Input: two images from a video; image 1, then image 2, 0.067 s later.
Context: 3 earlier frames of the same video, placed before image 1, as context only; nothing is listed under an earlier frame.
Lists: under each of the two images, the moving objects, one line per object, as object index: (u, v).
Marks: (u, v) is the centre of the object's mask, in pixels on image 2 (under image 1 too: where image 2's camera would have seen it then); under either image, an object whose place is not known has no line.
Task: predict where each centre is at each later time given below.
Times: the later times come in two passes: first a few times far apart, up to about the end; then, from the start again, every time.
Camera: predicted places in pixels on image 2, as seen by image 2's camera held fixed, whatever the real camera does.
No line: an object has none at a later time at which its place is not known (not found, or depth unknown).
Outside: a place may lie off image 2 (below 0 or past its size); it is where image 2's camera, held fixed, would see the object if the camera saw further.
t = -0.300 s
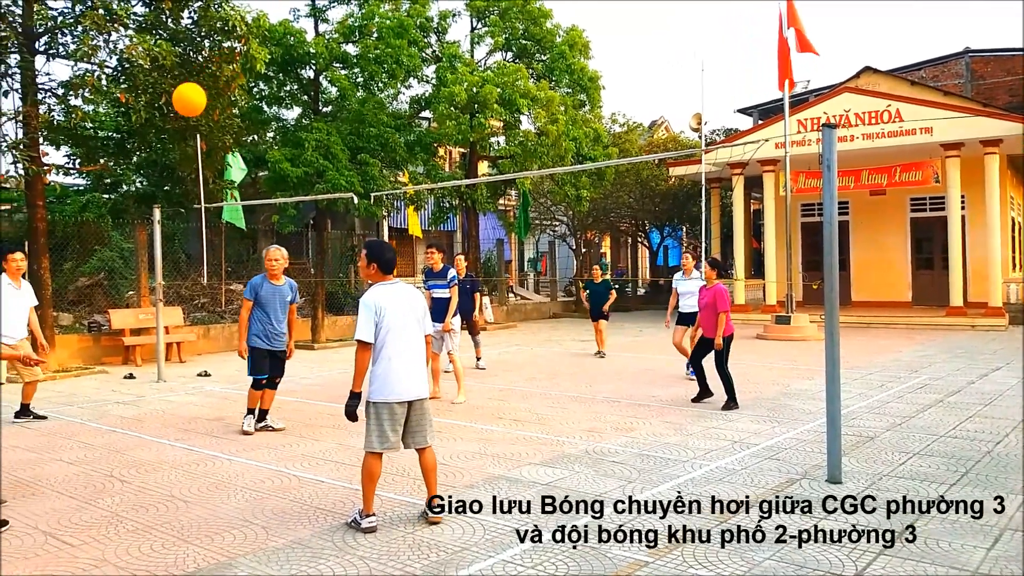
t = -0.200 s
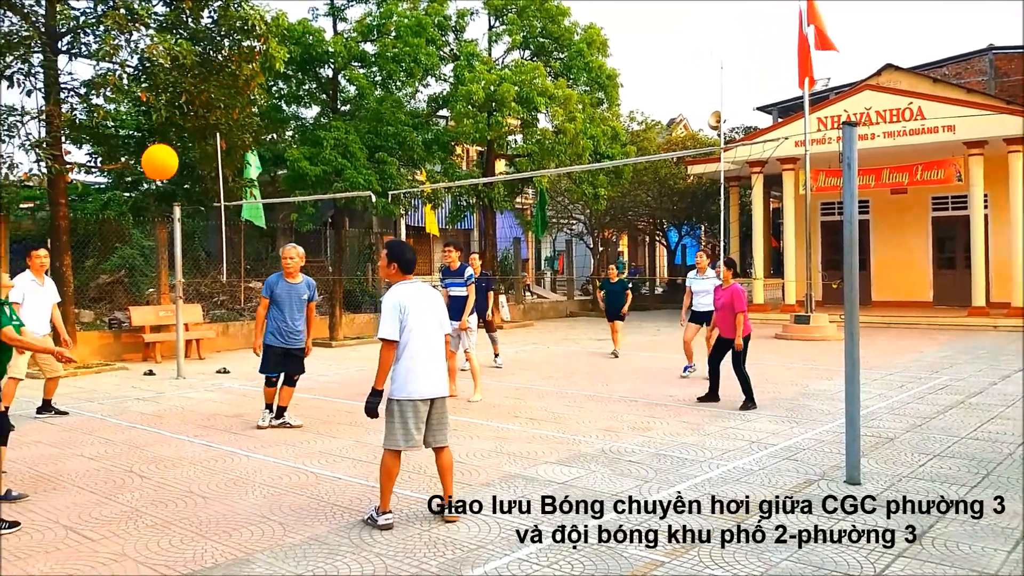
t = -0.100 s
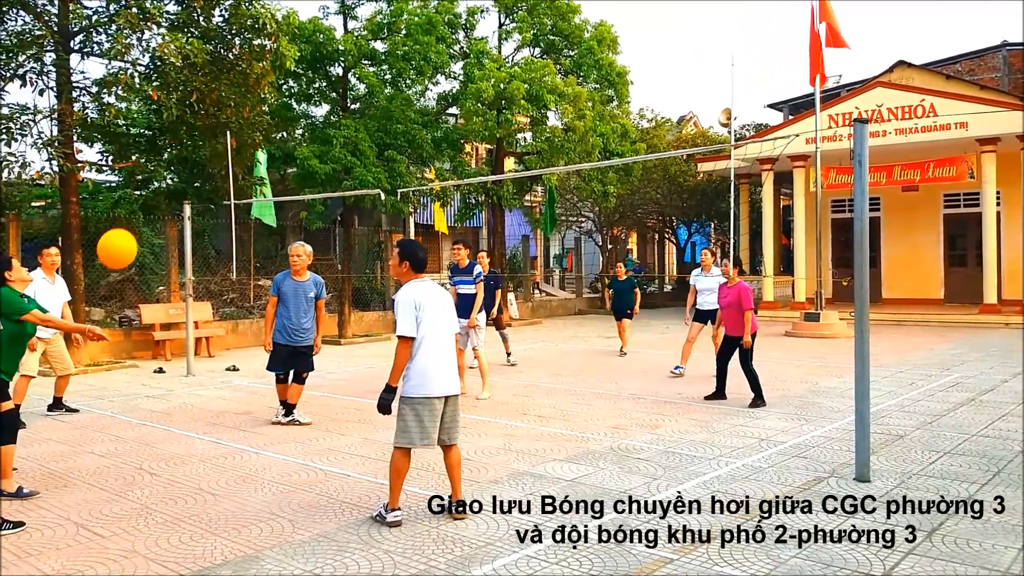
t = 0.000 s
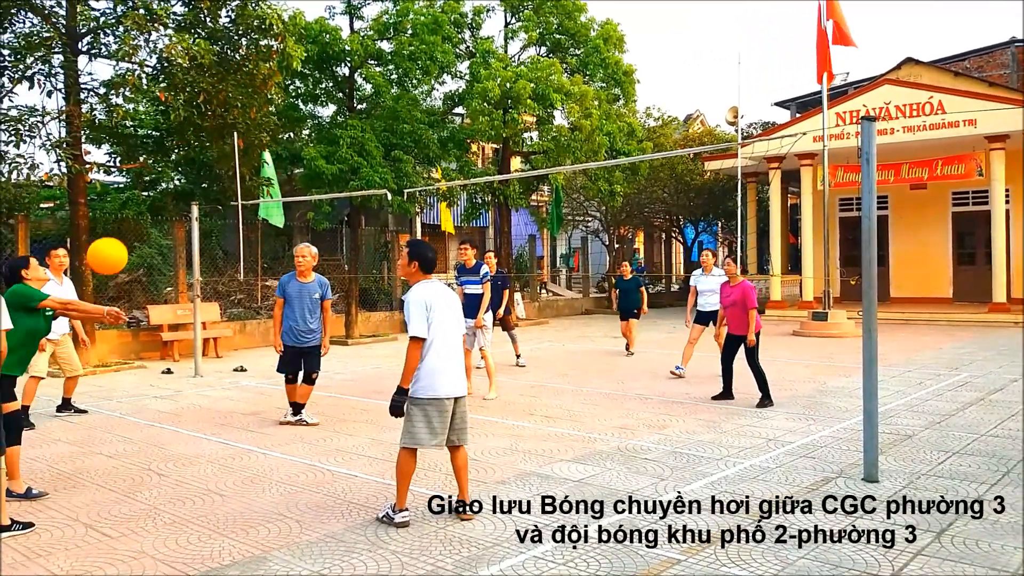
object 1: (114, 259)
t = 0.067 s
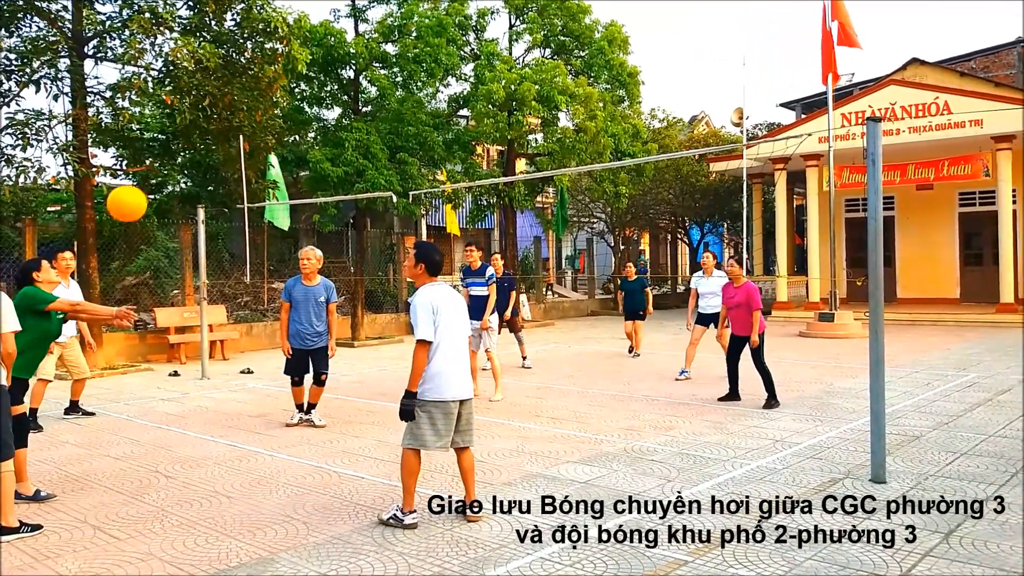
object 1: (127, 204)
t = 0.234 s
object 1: (160, 98)
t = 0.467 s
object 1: (208, 23)
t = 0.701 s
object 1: (255, 22)
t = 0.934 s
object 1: (299, 87)
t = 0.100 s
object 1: (134, 179)
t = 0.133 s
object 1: (141, 155)
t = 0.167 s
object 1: (147, 134)
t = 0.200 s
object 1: (153, 115)
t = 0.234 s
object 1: (160, 98)
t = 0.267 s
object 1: (168, 82)
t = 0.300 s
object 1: (175, 68)
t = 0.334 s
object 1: (182, 56)
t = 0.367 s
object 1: (188, 45)
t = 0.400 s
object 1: (195, 36)
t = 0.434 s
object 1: (202, 29)
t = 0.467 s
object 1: (208, 23)
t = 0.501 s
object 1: (215, 18)
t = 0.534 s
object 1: (222, 15)
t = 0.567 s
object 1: (229, 14)
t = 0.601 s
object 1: (236, 14)
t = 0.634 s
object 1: (242, 15)
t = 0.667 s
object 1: (249, 18)
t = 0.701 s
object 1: (255, 22)
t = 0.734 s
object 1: (261, 27)
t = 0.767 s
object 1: (268, 33)
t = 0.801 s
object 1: (275, 42)
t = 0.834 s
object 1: (280, 51)
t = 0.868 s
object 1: (287, 62)
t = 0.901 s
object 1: (293, 74)
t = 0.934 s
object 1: (299, 87)
